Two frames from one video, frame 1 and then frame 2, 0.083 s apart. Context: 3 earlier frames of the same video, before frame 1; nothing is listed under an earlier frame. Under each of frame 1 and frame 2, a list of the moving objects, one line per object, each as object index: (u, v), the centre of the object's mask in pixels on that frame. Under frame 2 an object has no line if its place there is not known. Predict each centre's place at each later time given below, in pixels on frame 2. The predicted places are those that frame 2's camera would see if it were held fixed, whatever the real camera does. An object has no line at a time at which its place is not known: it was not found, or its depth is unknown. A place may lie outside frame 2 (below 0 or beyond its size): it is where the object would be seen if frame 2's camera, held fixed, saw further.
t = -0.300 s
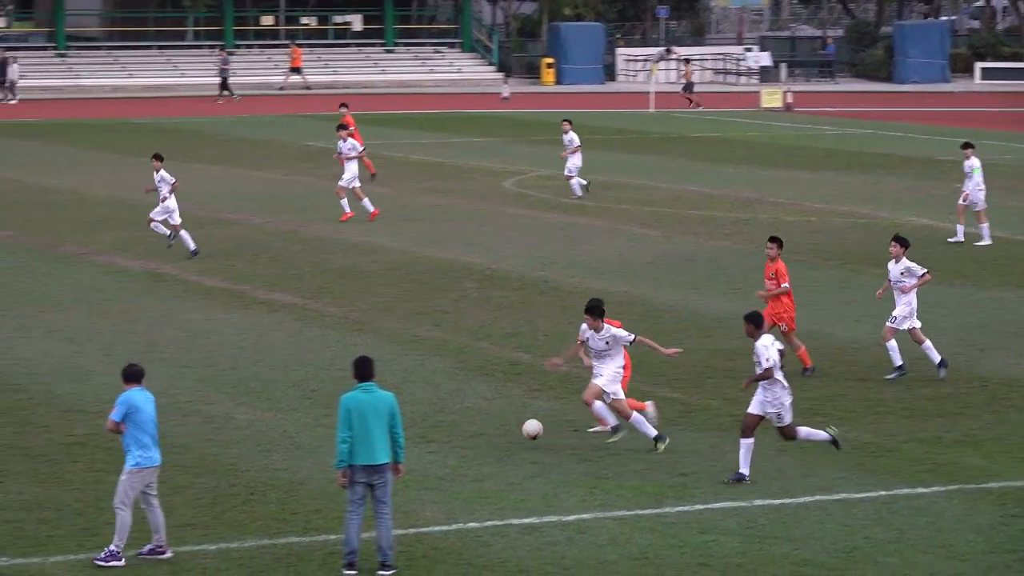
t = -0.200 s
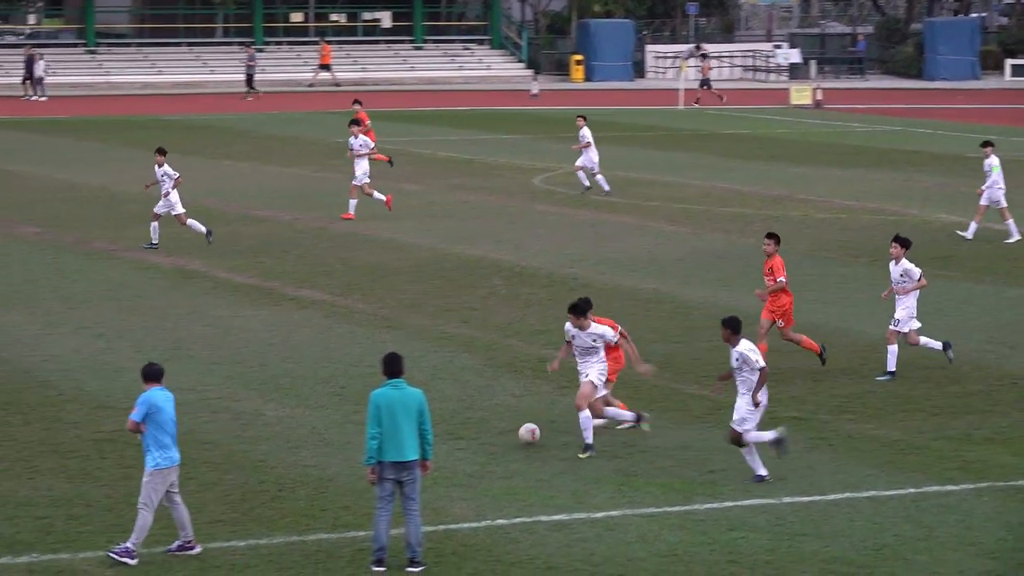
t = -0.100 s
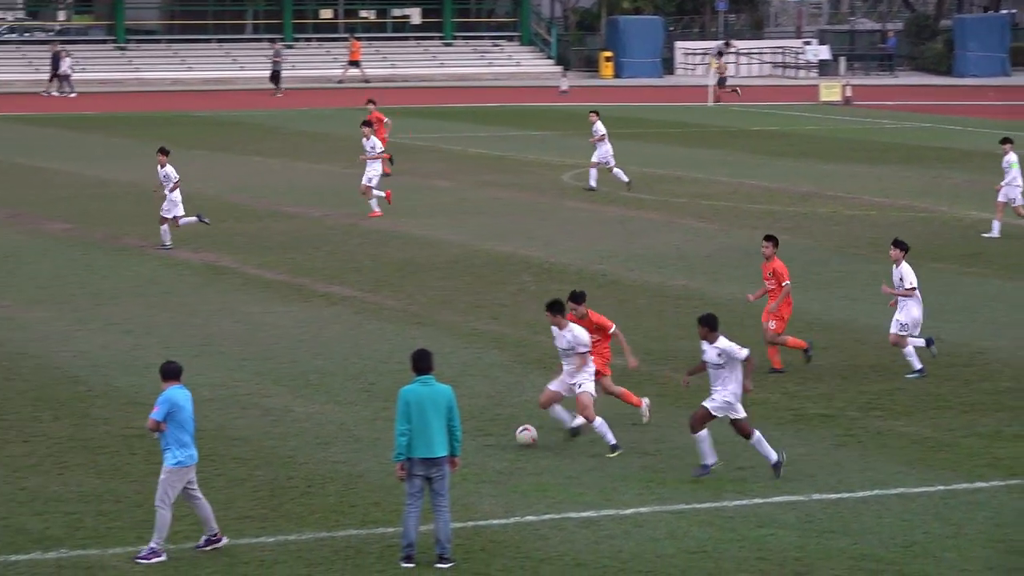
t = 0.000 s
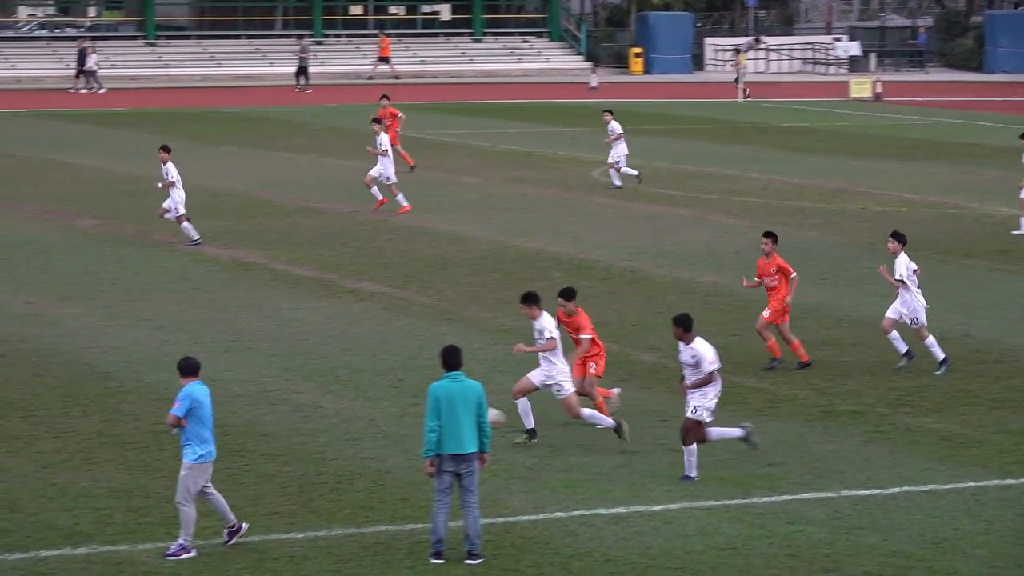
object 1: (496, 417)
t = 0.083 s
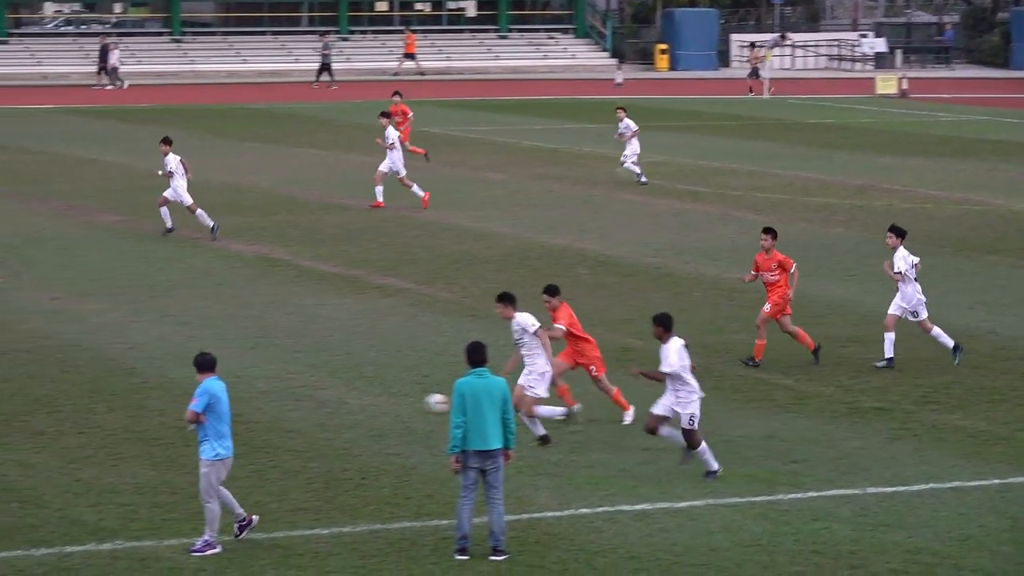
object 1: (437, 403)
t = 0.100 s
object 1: (421, 402)
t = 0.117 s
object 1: (405, 401)
